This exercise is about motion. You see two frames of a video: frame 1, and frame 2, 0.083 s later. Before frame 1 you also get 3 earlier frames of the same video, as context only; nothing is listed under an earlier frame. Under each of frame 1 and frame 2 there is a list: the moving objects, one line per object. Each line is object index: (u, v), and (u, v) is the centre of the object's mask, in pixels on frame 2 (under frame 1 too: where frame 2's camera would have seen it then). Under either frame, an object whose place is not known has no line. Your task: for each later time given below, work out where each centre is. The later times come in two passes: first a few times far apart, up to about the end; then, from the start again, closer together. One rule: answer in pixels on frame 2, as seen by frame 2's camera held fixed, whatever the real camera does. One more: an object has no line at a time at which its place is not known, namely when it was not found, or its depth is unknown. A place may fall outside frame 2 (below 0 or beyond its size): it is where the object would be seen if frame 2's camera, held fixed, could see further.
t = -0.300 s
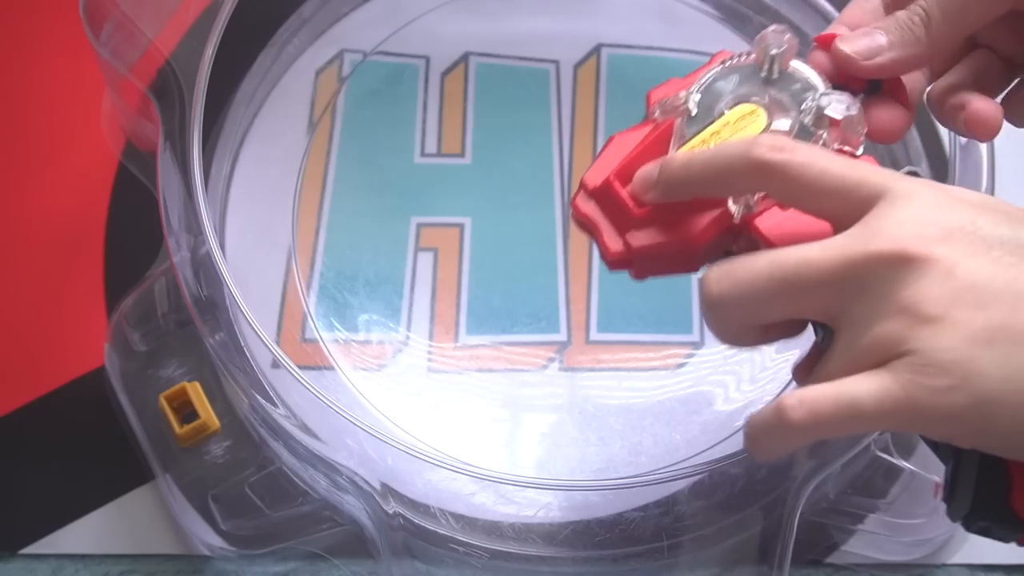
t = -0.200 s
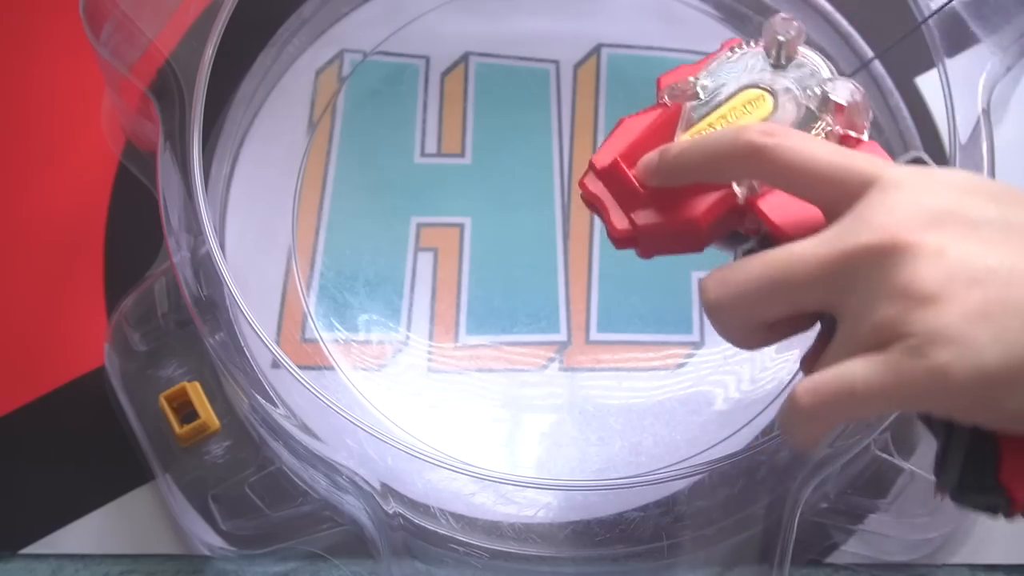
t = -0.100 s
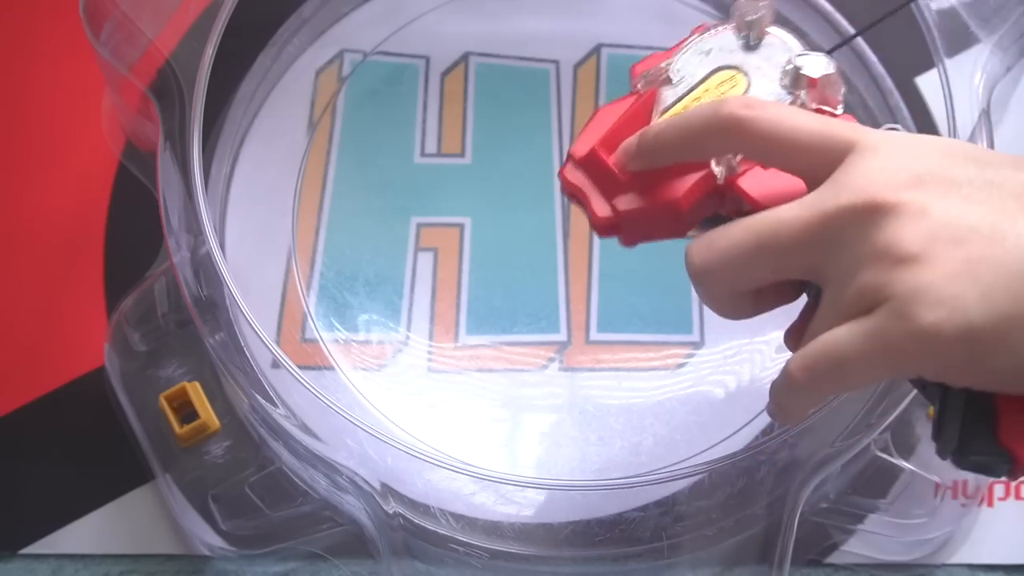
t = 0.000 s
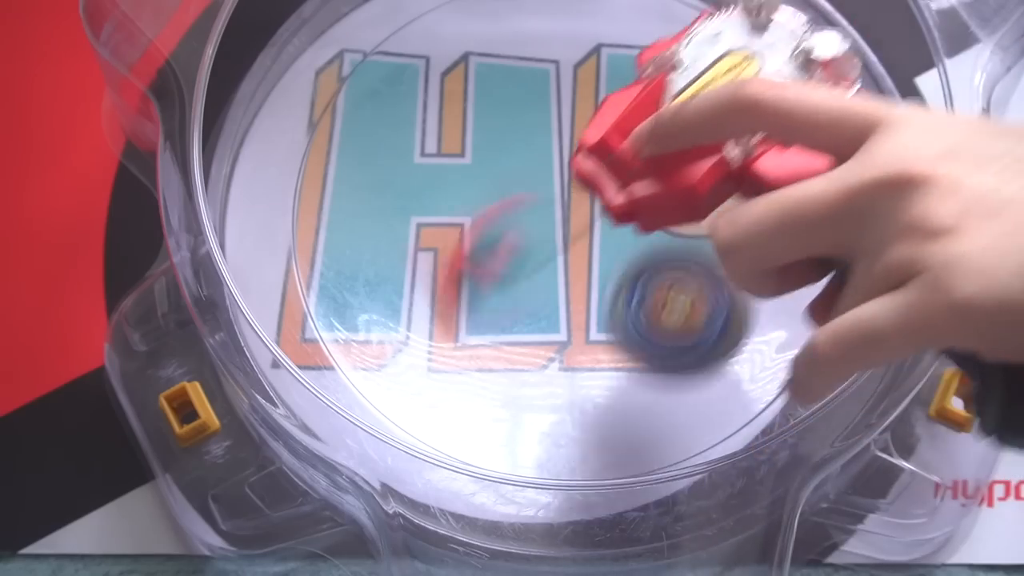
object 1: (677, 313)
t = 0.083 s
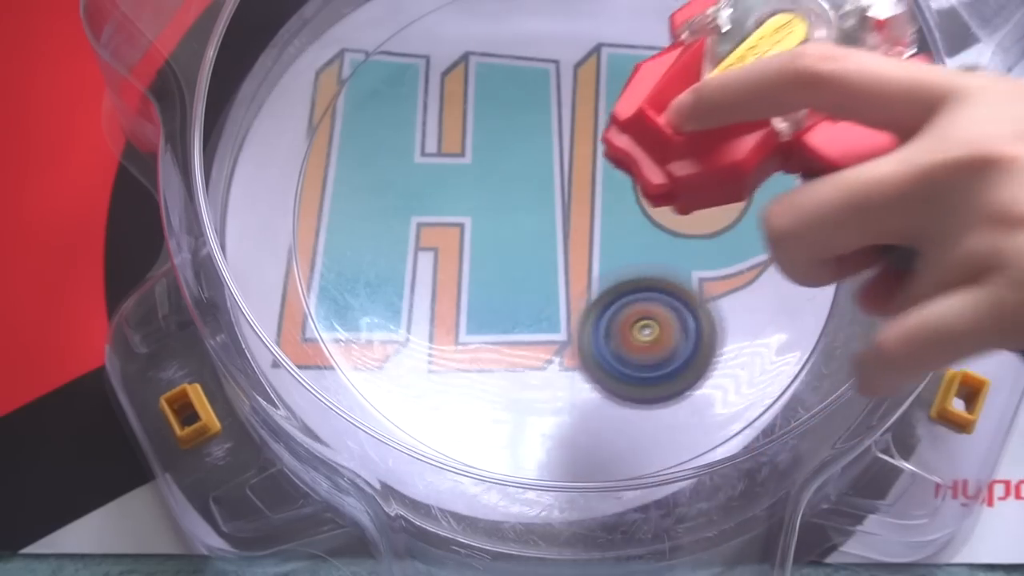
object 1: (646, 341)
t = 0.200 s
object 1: (601, 357)
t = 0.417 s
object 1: (593, 378)
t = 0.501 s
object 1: (639, 385)
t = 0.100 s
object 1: (639, 343)
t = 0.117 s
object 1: (632, 348)
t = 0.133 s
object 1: (623, 356)
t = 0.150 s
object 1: (616, 362)
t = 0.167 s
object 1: (611, 360)
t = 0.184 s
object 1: (606, 358)
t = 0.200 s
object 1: (601, 357)
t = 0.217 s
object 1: (595, 357)
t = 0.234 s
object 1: (591, 356)
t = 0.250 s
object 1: (588, 355)
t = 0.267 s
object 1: (585, 354)
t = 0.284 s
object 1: (583, 353)
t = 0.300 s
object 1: (582, 354)
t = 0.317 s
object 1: (581, 355)
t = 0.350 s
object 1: (581, 360)
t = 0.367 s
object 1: (583, 364)
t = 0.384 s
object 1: (584, 368)
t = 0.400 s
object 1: (588, 373)
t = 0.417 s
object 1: (593, 378)
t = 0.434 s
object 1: (600, 382)
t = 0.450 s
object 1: (608, 386)
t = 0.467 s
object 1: (618, 387)
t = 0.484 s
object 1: (627, 387)
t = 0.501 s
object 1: (639, 385)
